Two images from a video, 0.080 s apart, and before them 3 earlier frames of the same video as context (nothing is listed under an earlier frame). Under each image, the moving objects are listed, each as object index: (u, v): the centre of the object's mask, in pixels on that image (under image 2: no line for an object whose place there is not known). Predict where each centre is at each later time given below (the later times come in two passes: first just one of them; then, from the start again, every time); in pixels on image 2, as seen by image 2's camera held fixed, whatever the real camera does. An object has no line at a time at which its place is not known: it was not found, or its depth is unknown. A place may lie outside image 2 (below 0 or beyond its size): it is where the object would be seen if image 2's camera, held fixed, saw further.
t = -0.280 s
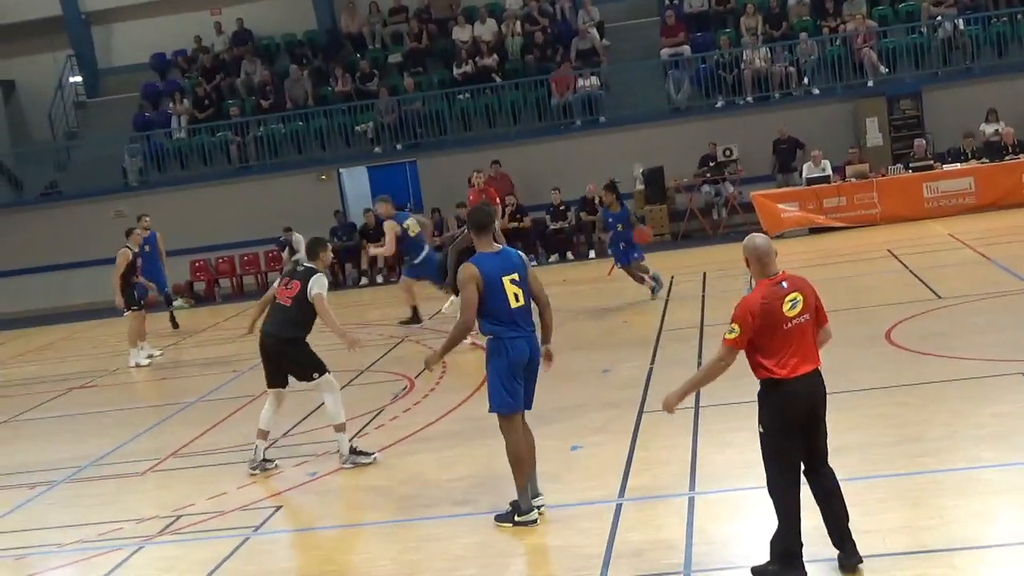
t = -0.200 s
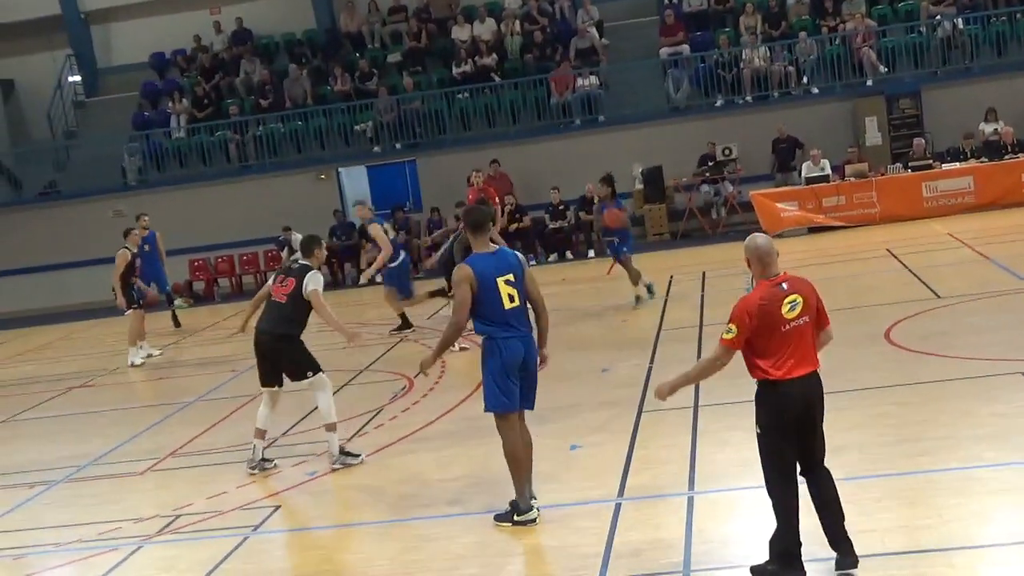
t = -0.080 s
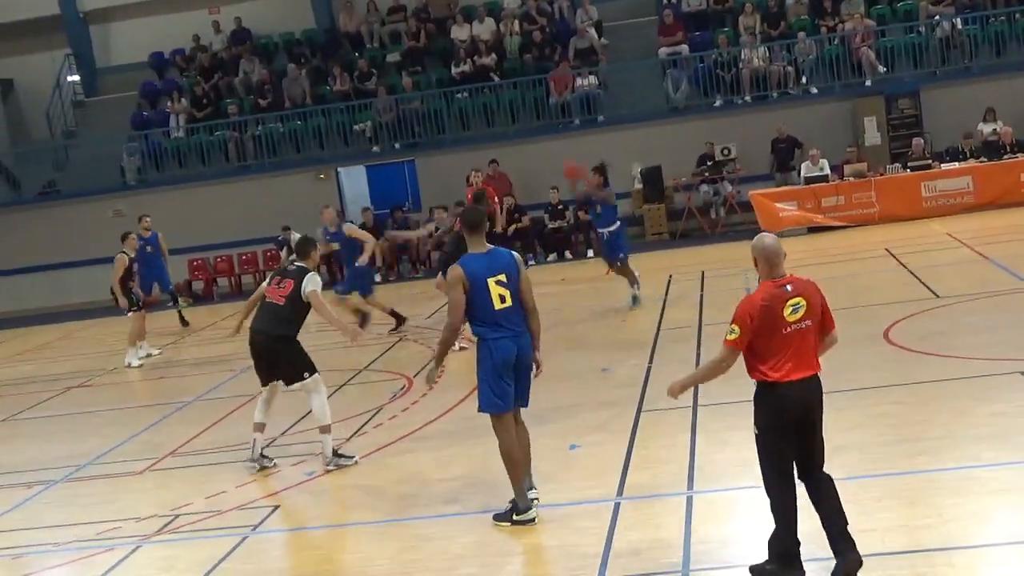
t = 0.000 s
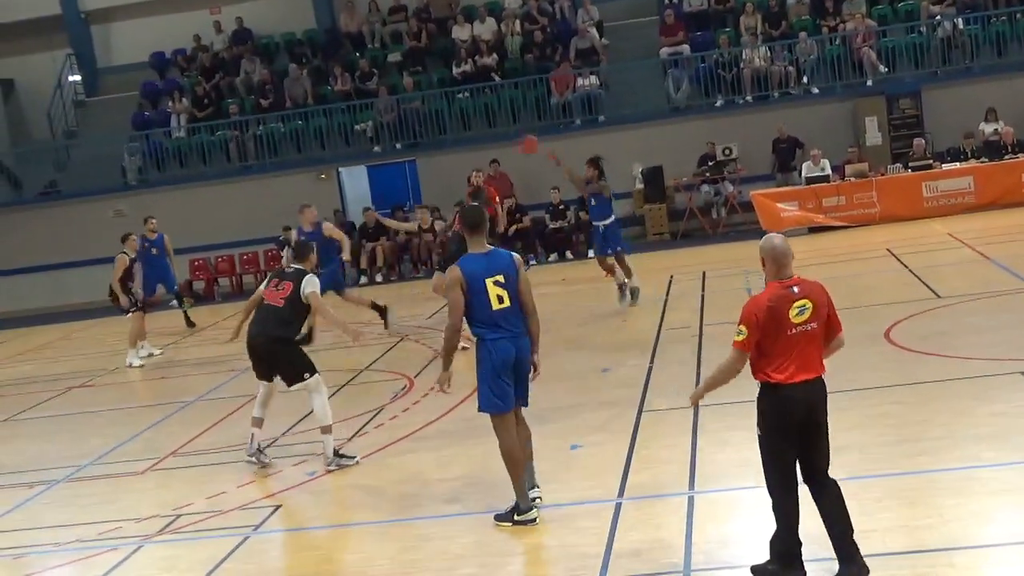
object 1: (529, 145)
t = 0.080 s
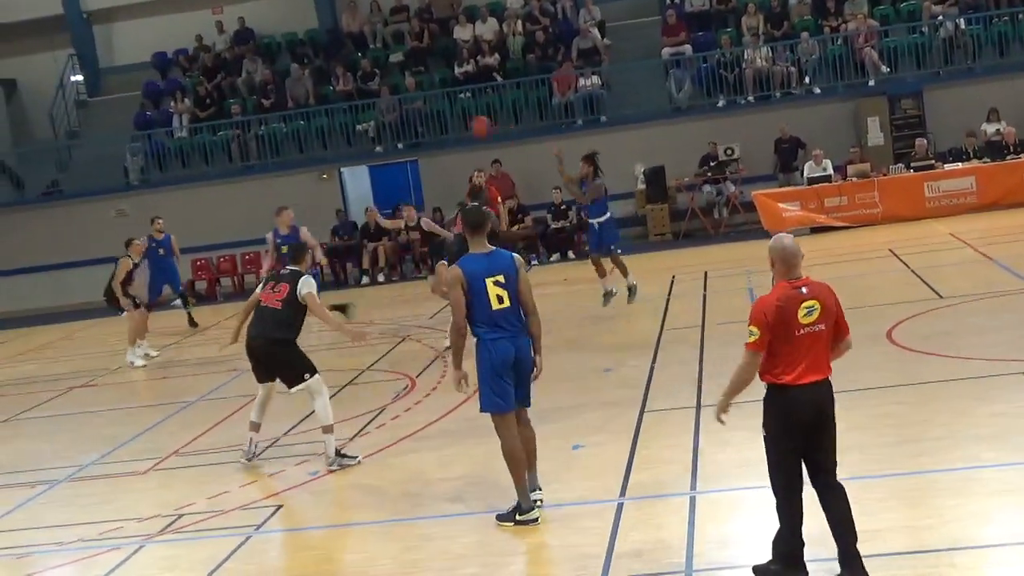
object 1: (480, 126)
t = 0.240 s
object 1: (386, 103)
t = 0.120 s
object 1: (456, 118)
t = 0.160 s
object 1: (430, 111)
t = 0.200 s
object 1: (408, 106)
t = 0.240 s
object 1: (386, 103)
